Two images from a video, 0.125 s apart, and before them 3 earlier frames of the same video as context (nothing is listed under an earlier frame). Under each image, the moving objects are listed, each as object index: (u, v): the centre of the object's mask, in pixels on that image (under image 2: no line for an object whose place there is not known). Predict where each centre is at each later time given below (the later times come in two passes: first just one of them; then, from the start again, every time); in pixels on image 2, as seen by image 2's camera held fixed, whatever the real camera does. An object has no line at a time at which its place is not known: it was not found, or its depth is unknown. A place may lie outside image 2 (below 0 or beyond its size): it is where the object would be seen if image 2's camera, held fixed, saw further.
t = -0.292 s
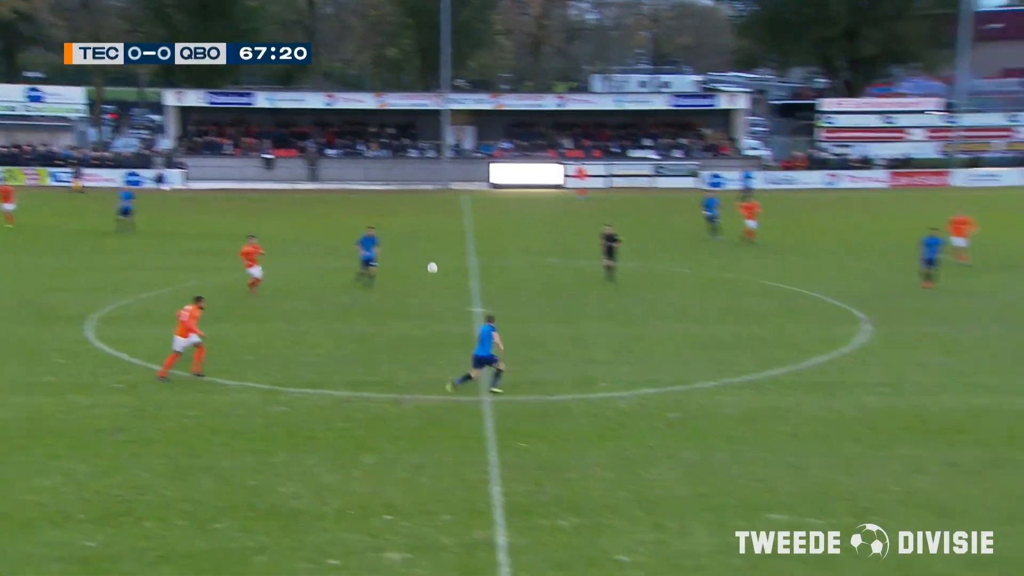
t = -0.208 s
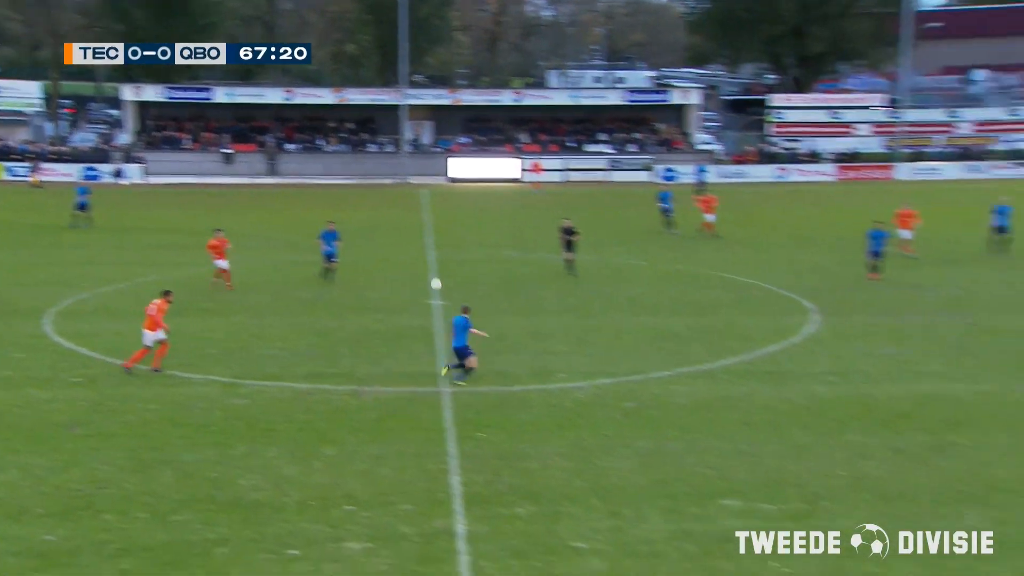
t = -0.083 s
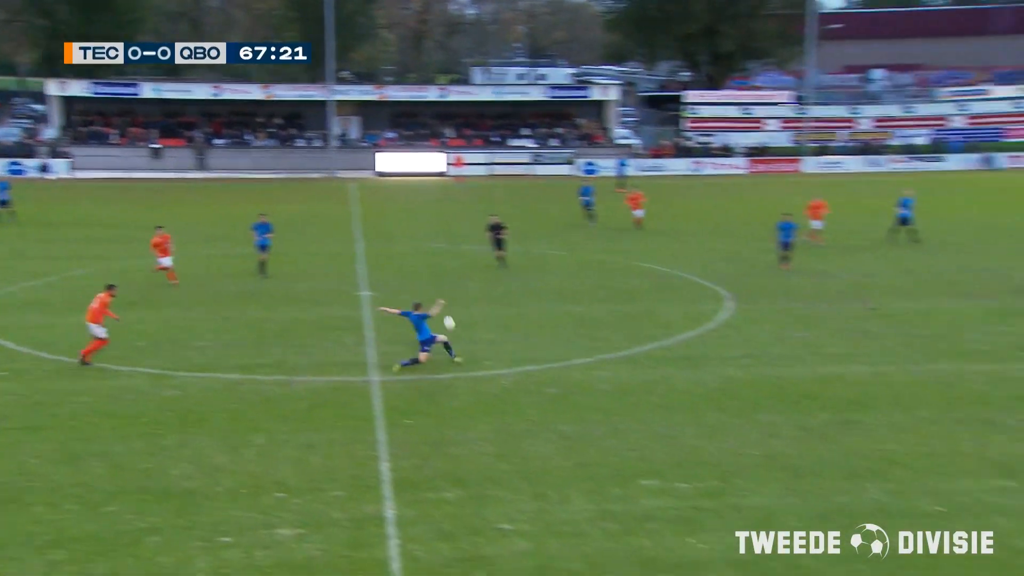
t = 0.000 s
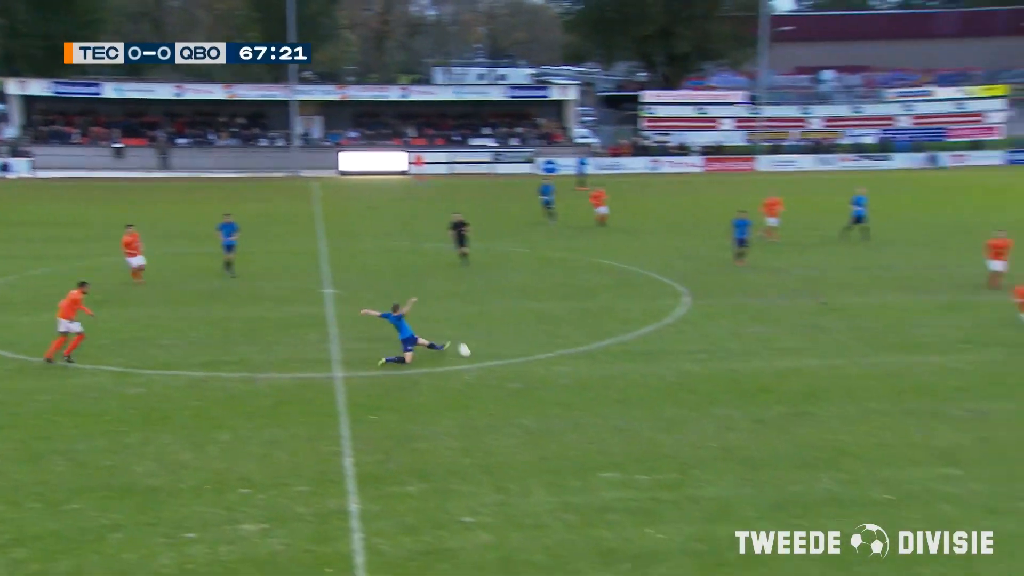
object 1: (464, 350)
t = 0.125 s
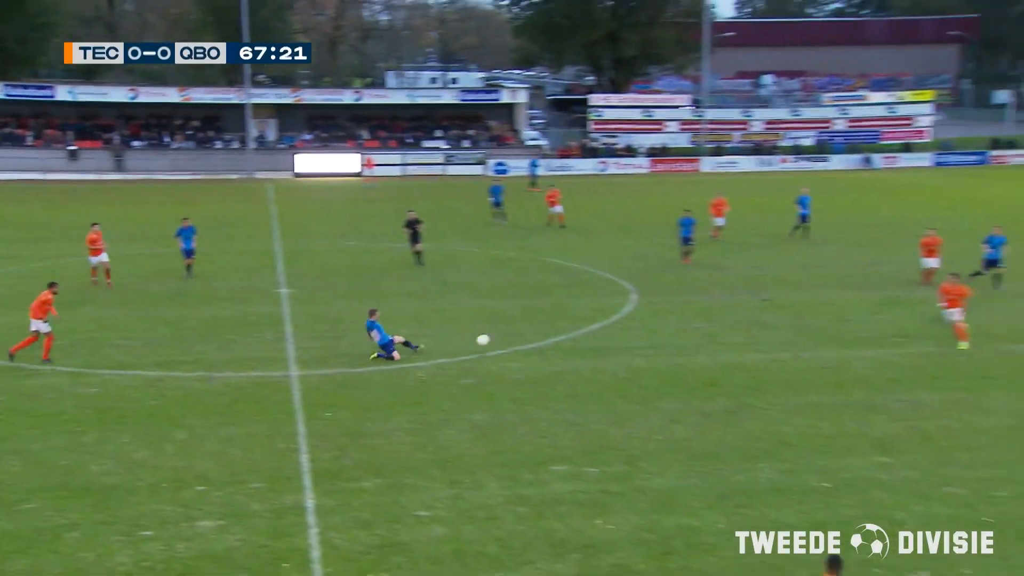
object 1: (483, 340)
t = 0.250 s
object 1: (551, 334)
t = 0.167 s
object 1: (505, 337)
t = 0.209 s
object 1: (527, 335)
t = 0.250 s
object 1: (551, 334)
